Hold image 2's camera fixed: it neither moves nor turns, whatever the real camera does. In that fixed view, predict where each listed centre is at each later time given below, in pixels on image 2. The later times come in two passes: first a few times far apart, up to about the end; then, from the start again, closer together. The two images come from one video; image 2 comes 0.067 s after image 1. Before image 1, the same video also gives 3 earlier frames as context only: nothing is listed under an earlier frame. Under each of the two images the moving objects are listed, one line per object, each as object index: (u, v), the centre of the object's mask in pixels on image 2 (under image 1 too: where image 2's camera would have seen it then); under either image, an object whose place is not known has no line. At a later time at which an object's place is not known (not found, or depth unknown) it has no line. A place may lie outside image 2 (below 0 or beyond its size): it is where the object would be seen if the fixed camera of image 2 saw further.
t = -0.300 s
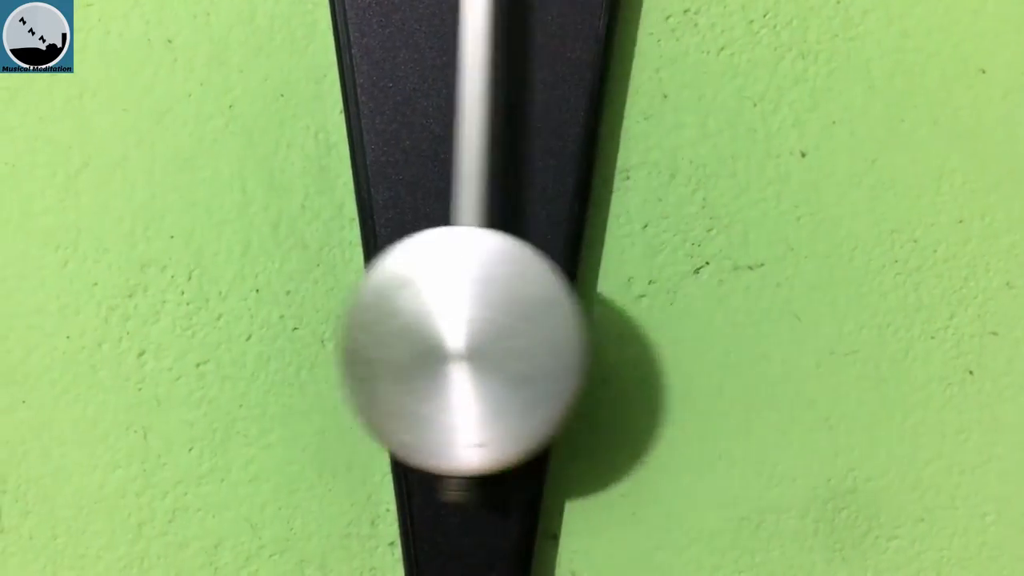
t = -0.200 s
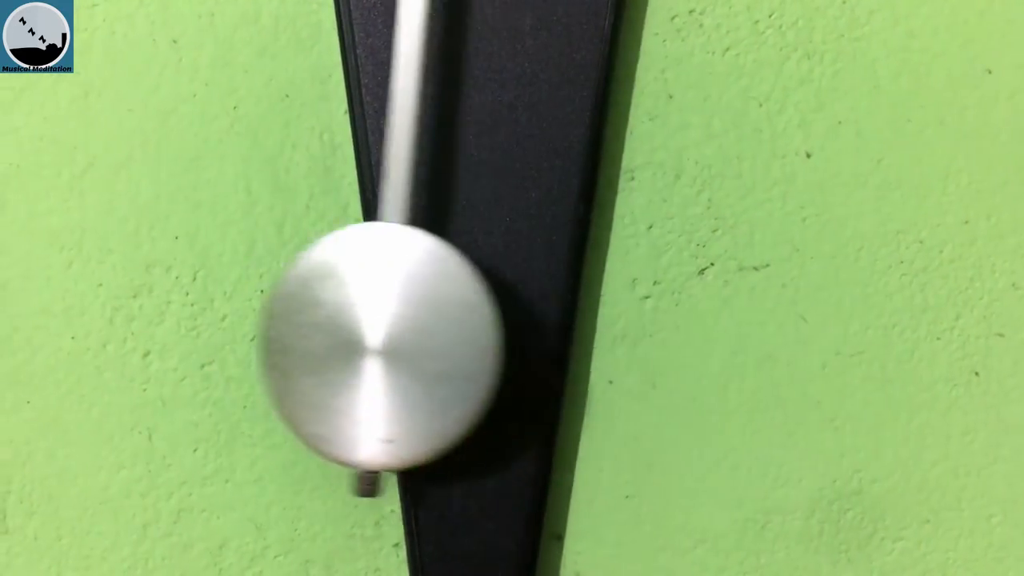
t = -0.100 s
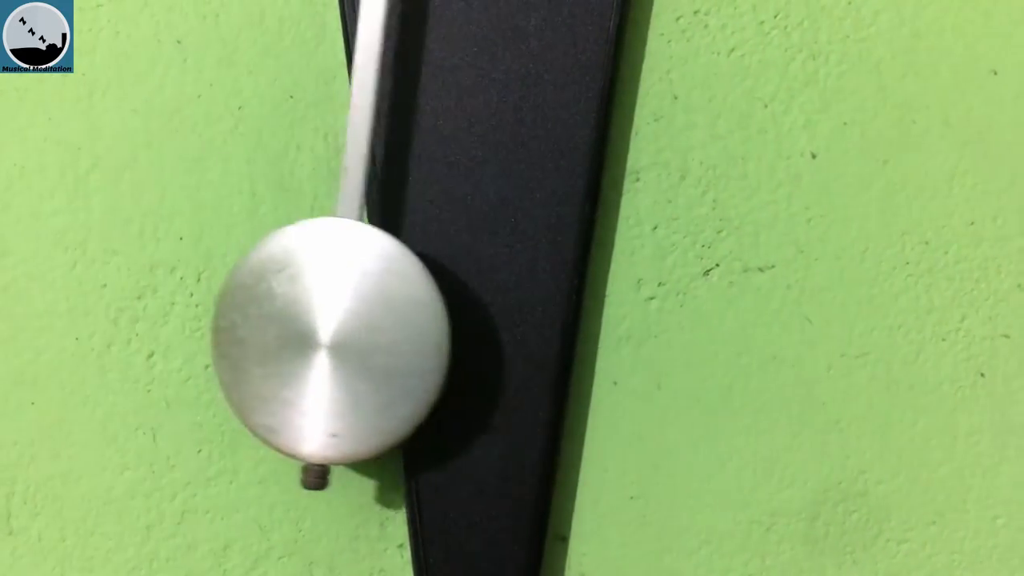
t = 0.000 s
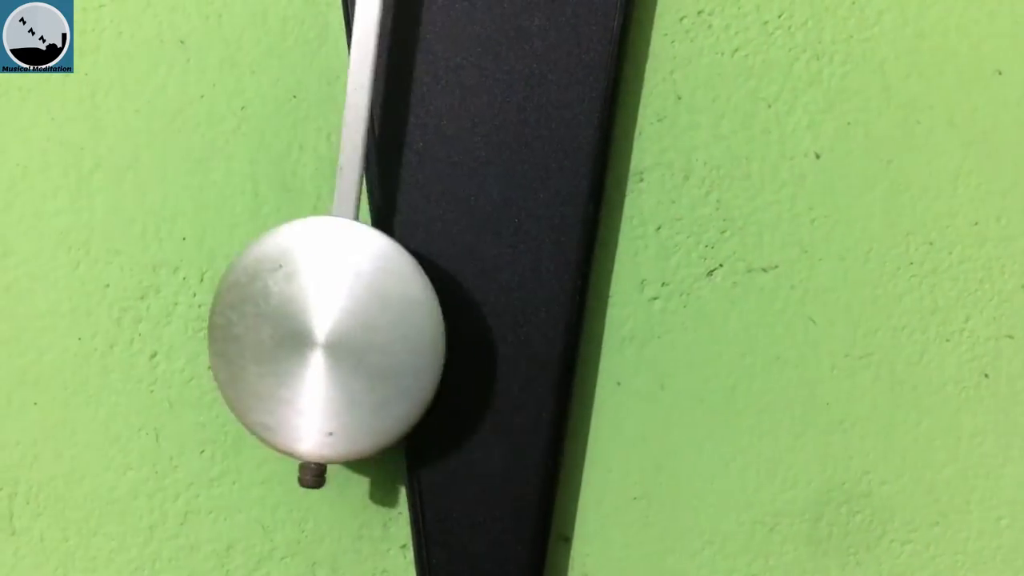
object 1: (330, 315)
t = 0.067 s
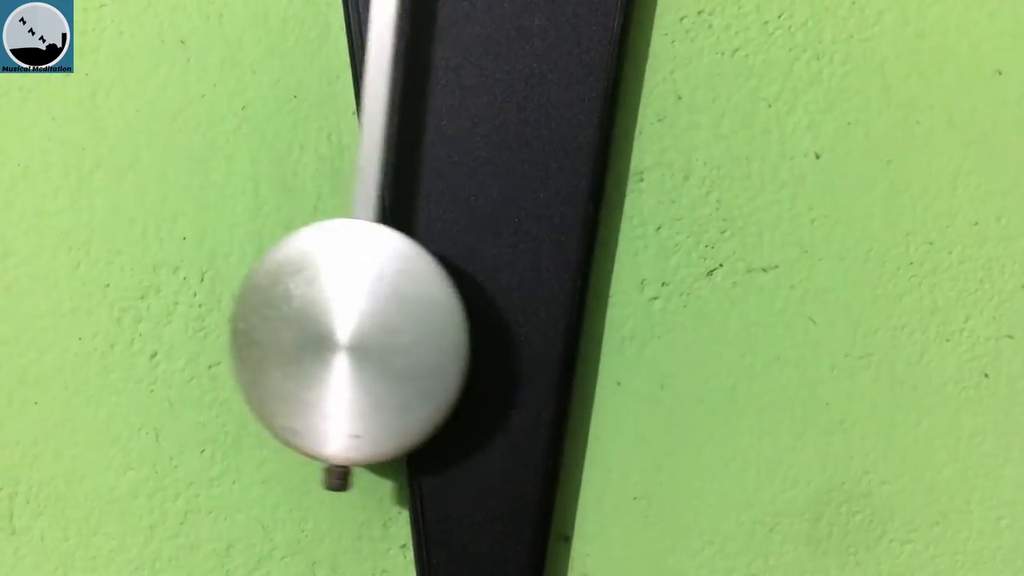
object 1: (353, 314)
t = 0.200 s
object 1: (451, 318)
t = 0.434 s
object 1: (649, 321)
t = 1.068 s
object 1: (341, 315)
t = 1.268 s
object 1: (361, 321)
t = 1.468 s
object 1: (532, 321)
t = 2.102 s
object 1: (434, 320)
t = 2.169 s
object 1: (378, 322)
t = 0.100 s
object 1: (373, 312)
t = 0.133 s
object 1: (395, 313)
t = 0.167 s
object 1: (421, 317)
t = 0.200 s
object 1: (451, 318)
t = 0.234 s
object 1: (480, 317)
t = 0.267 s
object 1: (510, 319)
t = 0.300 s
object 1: (541, 320)
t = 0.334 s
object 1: (571, 321)
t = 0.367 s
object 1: (601, 320)
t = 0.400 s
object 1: (626, 320)
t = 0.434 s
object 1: (649, 321)
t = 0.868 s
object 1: (491, 316)
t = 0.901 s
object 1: (462, 315)
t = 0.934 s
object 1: (432, 315)
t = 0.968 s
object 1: (404, 315)
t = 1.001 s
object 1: (380, 314)
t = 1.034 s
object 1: (359, 314)
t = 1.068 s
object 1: (341, 315)
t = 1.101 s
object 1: (329, 318)
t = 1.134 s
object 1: (324, 318)
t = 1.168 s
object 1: (324, 318)
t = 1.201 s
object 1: (330, 319)
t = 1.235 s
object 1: (343, 320)
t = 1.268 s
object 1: (361, 321)
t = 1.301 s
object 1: (384, 320)
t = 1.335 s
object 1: (411, 320)
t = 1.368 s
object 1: (439, 322)
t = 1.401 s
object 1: (470, 322)
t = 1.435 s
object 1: (502, 320)
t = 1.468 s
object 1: (532, 321)
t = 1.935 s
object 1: (586, 316)
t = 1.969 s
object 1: (557, 320)
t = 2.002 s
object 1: (525, 321)
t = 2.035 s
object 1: (496, 320)
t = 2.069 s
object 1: (465, 320)
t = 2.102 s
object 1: (434, 320)
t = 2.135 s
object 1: (405, 320)
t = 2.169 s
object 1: (378, 322)
